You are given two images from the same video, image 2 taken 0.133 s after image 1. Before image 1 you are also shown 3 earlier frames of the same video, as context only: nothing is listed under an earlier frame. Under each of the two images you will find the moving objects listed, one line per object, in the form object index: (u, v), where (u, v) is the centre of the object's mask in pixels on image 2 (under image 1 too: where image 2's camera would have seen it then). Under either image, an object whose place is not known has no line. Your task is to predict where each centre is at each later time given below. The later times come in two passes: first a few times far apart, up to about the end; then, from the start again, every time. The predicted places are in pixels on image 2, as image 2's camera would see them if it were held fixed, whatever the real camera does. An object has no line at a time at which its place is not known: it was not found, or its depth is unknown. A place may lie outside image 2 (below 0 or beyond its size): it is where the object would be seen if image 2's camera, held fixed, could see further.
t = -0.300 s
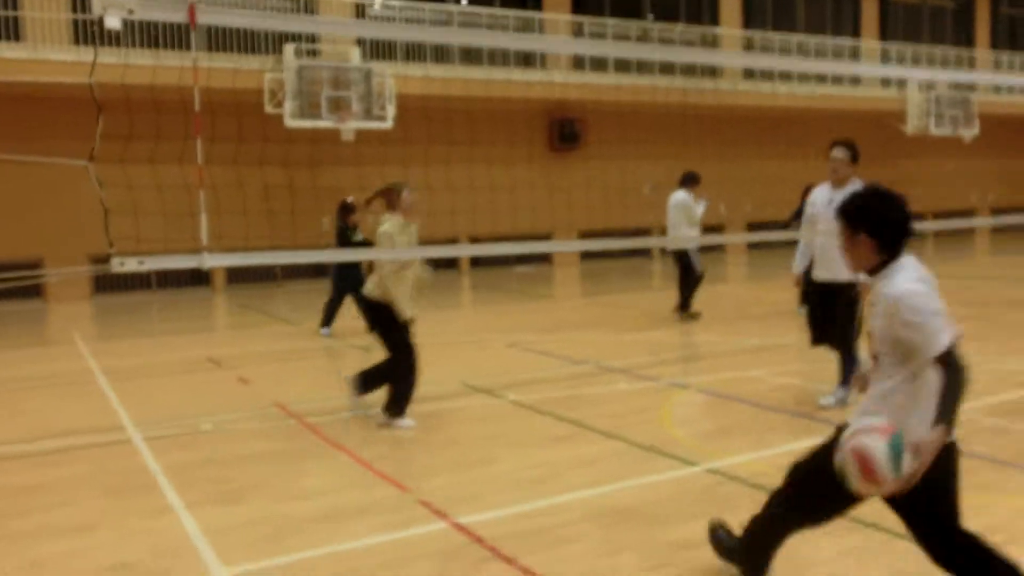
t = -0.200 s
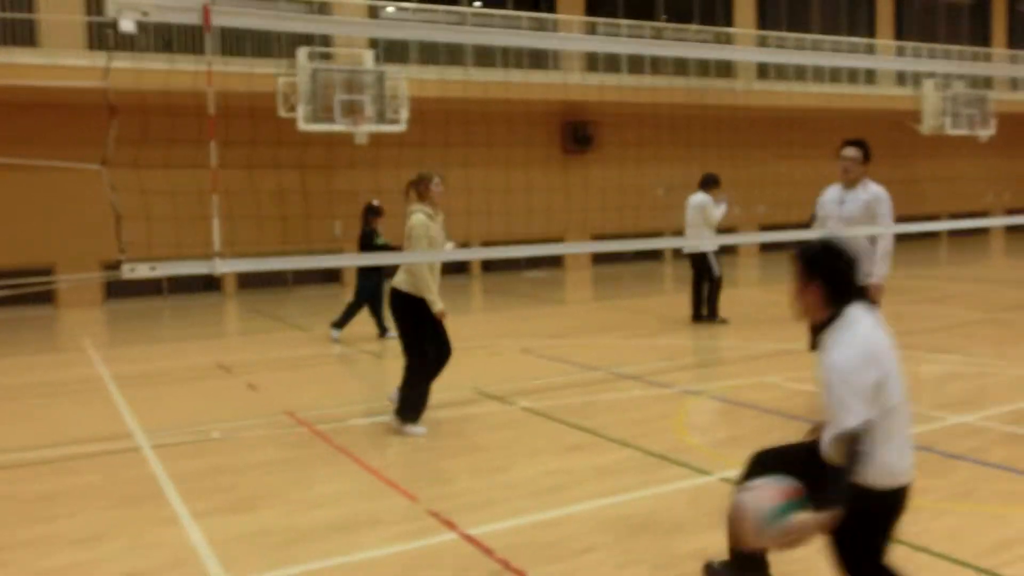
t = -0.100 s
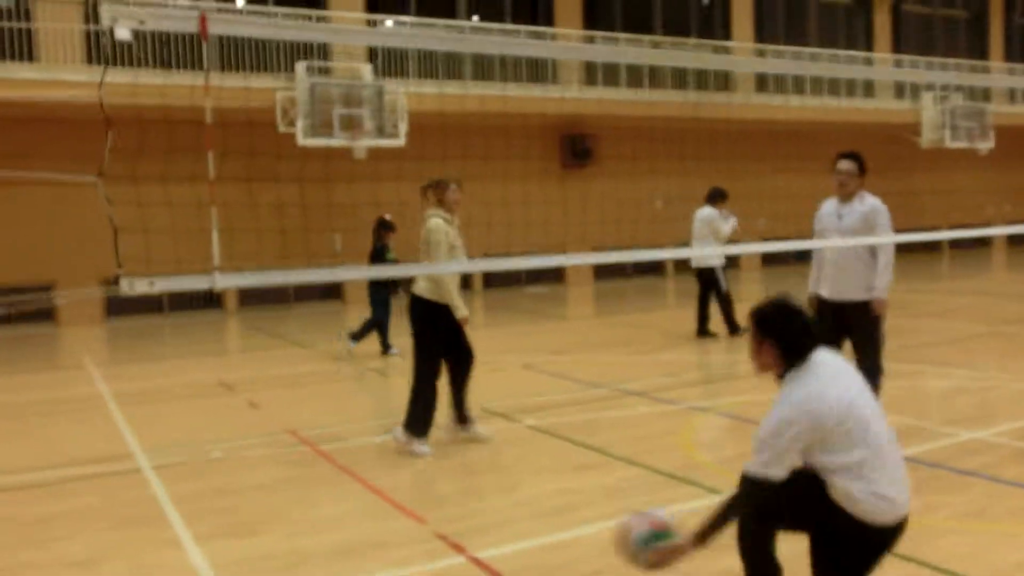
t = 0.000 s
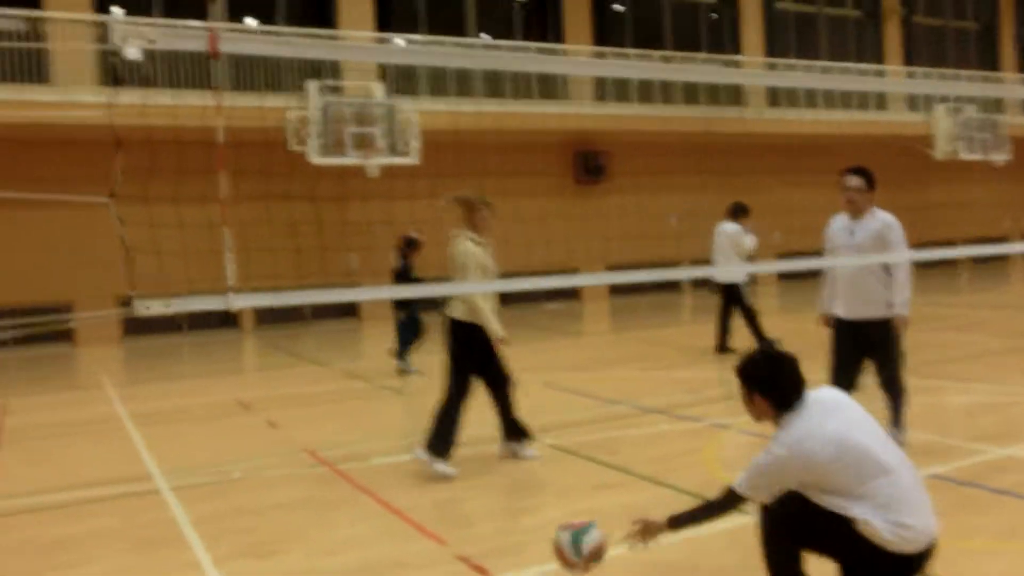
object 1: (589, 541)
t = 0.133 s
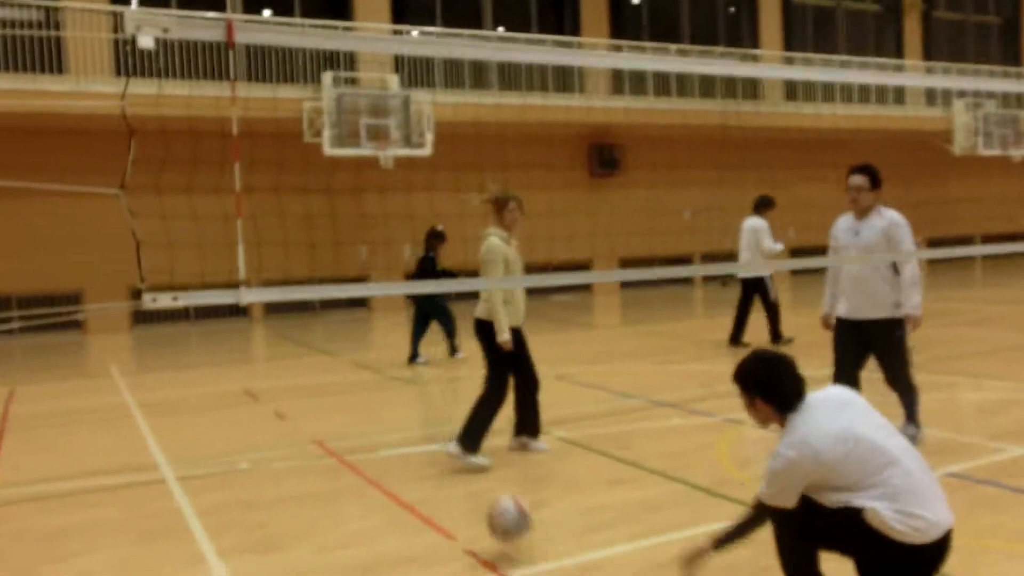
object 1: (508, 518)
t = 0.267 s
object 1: (458, 475)
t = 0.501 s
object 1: (391, 474)
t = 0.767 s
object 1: (335, 438)
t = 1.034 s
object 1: (294, 418)
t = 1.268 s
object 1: (266, 403)
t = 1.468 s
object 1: (247, 393)
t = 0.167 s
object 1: (494, 504)
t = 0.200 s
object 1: (481, 493)
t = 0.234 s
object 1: (468, 481)
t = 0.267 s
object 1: (458, 475)
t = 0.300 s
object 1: (446, 470)
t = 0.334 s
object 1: (435, 467)
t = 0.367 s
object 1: (425, 469)
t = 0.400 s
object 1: (418, 469)
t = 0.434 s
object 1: (407, 473)
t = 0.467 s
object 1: (399, 479)
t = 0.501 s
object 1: (391, 474)
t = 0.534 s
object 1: (383, 461)
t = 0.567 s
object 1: (376, 451)
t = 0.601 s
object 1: (368, 444)
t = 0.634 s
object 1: (362, 438)
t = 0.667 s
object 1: (355, 436)
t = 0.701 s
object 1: (348, 436)
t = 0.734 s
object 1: (342, 437)
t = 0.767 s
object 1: (335, 438)
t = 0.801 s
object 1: (329, 445)
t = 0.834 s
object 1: (324, 439)
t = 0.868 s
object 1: (319, 430)
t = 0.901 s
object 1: (314, 425)
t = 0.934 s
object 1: (309, 422)
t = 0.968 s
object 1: (304, 418)
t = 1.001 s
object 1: (300, 418)
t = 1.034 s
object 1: (294, 418)
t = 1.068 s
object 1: (290, 422)
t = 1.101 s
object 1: (285, 421)
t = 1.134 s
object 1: (282, 415)
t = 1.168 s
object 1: (277, 409)
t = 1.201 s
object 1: (274, 406)
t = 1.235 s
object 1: (270, 404)
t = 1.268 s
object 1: (266, 403)
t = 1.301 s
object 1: (262, 406)
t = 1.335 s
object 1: (259, 408)
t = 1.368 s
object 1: (255, 403)
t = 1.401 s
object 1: (252, 398)
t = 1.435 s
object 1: (249, 395)
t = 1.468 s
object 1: (247, 393)
